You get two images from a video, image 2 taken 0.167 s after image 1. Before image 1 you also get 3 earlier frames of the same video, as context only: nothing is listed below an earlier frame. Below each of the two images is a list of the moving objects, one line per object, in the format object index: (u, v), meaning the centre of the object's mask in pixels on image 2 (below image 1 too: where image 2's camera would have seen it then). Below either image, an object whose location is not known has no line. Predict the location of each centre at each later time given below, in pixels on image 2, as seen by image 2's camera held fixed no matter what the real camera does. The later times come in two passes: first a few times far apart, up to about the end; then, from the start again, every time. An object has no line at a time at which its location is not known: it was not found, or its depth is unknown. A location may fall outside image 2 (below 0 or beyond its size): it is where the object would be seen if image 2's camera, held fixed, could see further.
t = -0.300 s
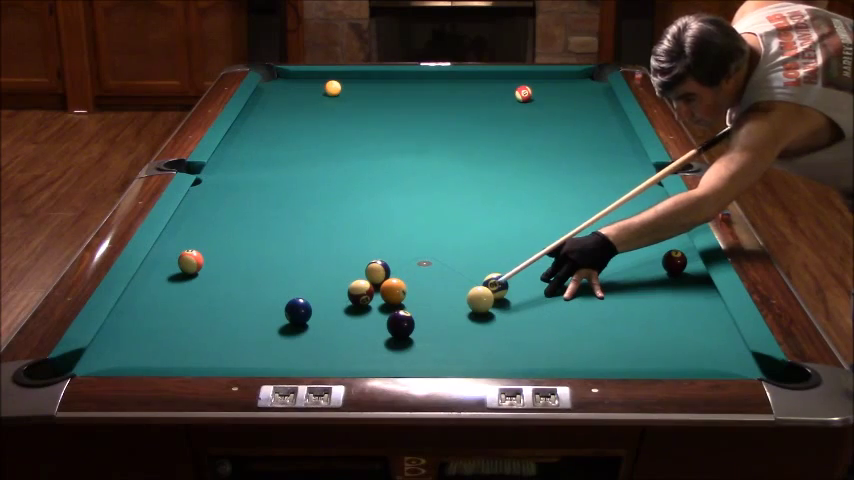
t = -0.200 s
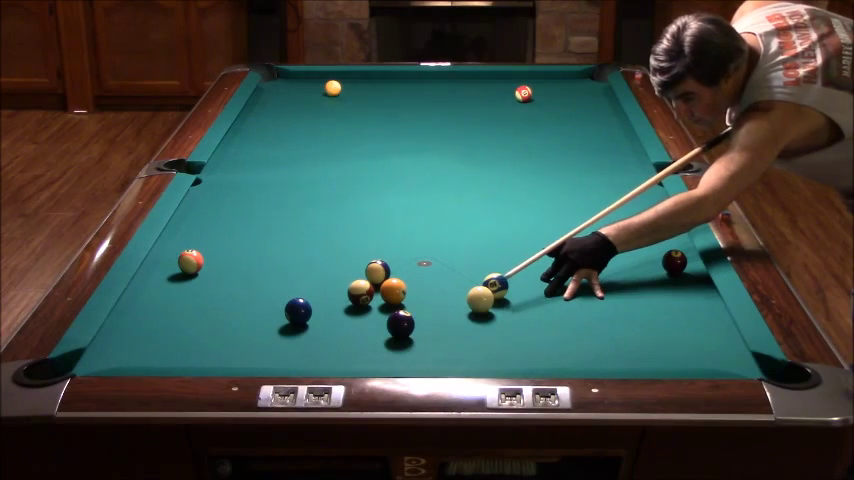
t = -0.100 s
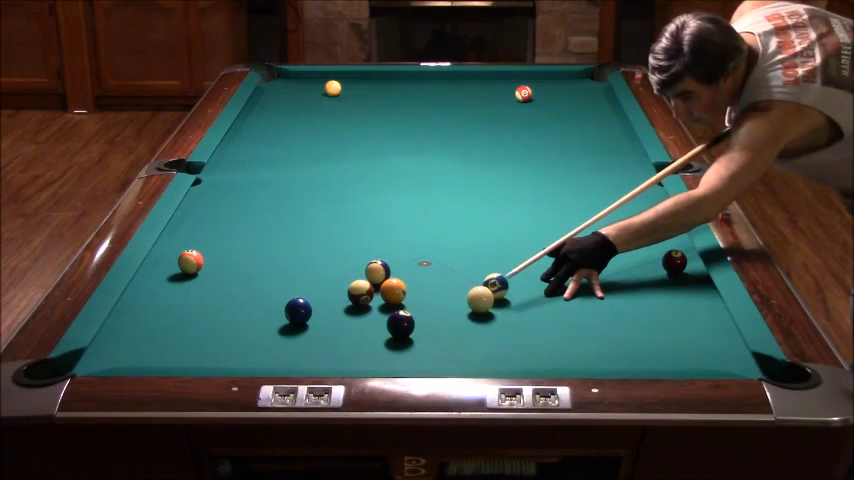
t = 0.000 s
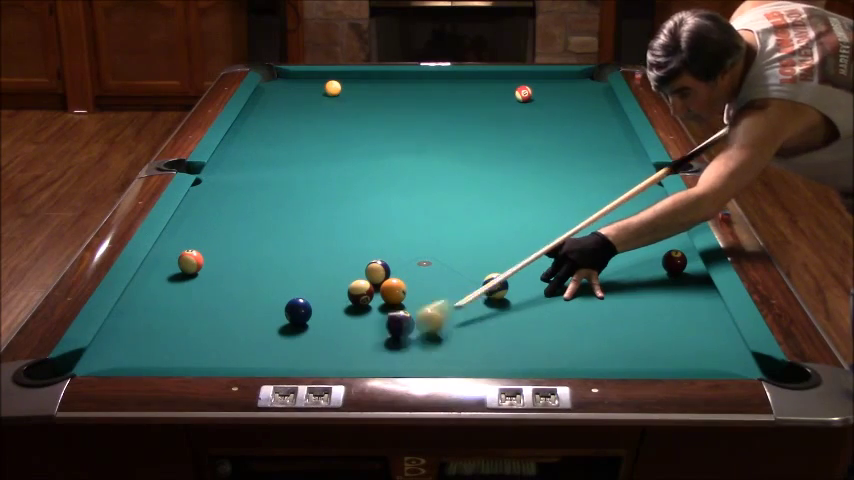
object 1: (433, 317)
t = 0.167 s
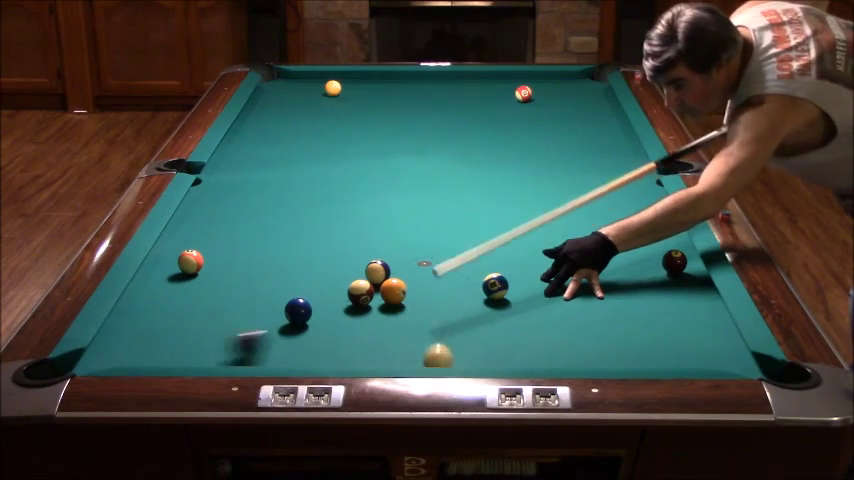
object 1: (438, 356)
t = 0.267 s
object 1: (439, 353)
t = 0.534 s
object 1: (446, 325)
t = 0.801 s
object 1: (451, 300)
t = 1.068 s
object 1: (456, 279)
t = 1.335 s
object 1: (460, 260)
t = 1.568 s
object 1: (463, 245)
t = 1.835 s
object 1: (466, 230)
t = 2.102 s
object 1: (469, 218)
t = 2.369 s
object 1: (471, 205)
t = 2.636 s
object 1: (473, 195)
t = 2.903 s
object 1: (474, 186)
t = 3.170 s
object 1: (476, 177)
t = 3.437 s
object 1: (477, 170)
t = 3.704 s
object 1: (477, 163)
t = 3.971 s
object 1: (477, 158)
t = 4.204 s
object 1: (478, 154)
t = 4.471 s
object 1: (478, 149)
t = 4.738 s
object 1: (477, 146)
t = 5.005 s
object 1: (476, 143)
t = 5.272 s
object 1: (474, 141)
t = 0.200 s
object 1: (437, 359)
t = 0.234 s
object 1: (438, 357)
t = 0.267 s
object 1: (439, 353)
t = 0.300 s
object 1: (441, 350)
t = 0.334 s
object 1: (441, 346)
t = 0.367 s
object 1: (443, 343)
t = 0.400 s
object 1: (443, 339)
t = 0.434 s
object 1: (444, 335)
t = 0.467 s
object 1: (445, 332)
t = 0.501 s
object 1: (445, 329)
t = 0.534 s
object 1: (446, 325)
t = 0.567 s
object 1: (447, 322)
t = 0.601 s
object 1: (448, 319)
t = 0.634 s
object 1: (448, 315)
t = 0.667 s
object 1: (449, 312)
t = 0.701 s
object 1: (450, 309)
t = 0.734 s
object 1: (450, 306)
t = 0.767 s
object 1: (451, 303)
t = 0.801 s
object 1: (451, 300)
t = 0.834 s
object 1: (452, 298)
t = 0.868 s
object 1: (453, 295)
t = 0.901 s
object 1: (453, 292)
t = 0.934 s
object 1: (454, 289)
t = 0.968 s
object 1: (454, 287)
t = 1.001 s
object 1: (455, 284)
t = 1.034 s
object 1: (455, 282)
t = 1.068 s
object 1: (456, 279)
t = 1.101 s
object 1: (457, 276)
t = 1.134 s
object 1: (457, 274)
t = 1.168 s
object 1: (458, 271)
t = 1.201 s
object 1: (458, 269)
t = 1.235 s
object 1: (458, 267)
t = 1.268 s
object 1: (459, 264)
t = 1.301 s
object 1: (460, 262)
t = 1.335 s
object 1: (460, 260)
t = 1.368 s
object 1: (460, 258)
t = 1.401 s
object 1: (461, 256)
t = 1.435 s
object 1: (461, 254)
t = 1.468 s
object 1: (462, 252)
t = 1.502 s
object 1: (462, 249)
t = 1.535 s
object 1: (463, 247)
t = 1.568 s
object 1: (463, 245)
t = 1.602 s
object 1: (464, 243)
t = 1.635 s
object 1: (464, 241)
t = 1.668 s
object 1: (464, 240)
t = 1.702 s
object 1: (465, 238)
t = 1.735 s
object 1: (465, 236)
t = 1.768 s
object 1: (466, 234)
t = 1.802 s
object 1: (466, 232)
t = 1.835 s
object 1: (466, 230)
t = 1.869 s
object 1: (467, 229)
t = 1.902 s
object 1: (467, 227)
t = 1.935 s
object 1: (467, 226)
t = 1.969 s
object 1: (468, 224)
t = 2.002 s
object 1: (468, 222)
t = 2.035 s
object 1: (468, 221)
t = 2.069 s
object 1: (468, 219)
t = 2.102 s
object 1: (469, 218)
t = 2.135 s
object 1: (469, 216)
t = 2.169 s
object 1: (469, 215)
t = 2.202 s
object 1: (470, 213)
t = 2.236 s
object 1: (470, 211)
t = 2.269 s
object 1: (470, 210)
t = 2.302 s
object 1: (470, 208)
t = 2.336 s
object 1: (471, 207)
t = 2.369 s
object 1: (471, 205)
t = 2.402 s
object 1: (471, 204)
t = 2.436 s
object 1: (471, 203)
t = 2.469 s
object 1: (472, 201)
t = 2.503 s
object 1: (472, 200)
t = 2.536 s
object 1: (472, 199)
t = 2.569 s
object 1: (472, 198)
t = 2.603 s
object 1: (472, 196)
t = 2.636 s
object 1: (473, 195)
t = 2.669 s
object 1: (473, 194)
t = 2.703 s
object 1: (473, 193)
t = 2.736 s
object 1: (473, 192)
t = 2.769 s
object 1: (473, 191)
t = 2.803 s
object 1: (473, 189)
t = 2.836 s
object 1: (474, 188)
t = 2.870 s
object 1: (474, 187)
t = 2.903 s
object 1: (474, 186)
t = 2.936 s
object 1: (474, 185)
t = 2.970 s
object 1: (475, 184)
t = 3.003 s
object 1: (475, 183)
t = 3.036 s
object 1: (475, 181)
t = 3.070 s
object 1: (475, 180)
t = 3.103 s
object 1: (475, 180)
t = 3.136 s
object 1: (476, 179)
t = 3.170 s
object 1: (476, 177)
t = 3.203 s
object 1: (476, 176)
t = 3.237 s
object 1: (476, 176)
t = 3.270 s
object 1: (476, 175)
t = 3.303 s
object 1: (476, 173)
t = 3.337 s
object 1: (476, 173)
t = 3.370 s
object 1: (476, 172)
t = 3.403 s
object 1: (477, 171)
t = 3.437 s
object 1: (477, 170)
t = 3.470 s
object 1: (477, 169)
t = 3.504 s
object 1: (477, 168)
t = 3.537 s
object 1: (477, 168)
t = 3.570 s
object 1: (477, 167)
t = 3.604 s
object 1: (477, 166)
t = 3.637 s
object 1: (477, 165)
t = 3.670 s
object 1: (477, 164)
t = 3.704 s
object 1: (477, 163)
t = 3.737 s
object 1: (477, 163)
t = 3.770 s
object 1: (477, 162)
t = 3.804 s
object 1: (477, 162)
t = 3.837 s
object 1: (477, 161)
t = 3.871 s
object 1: (477, 160)
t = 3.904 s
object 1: (477, 159)
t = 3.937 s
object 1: (477, 159)
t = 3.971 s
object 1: (477, 158)
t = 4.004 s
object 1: (477, 158)
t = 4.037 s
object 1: (477, 157)
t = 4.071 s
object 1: (477, 156)
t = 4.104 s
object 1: (478, 155)
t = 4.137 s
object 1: (478, 155)
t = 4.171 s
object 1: (478, 154)
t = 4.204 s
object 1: (478, 154)
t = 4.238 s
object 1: (478, 153)
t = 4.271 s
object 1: (478, 153)
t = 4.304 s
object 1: (478, 152)
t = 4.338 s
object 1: (478, 151)
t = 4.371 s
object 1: (478, 151)
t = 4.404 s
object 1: (478, 150)
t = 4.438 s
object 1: (478, 150)
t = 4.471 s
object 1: (478, 149)
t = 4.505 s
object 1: (478, 149)
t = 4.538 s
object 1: (478, 148)
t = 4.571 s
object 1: (478, 148)
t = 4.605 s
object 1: (478, 148)
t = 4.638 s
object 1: (478, 147)
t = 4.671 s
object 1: (478, 147)
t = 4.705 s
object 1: (477, 146)
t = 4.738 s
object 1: (477, 146)
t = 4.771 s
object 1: (477, 145)
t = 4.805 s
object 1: (477, 145)
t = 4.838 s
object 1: (477, 145)
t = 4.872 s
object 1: (477, 144)
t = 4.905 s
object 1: (476, 144)
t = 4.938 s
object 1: (476, 144)
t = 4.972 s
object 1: (476, 143)
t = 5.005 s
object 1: (476, 143)
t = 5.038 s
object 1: (476, 143)
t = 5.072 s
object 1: (476, 142)
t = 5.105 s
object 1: (475, 142)
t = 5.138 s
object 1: (475, 142)
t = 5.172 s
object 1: (475, 141)
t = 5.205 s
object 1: (475, 141)
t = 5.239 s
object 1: (474, 141)
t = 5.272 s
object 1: (474, 141)
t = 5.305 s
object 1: (474, 140)
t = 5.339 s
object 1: (474, 140)
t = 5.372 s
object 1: (474, 140)
